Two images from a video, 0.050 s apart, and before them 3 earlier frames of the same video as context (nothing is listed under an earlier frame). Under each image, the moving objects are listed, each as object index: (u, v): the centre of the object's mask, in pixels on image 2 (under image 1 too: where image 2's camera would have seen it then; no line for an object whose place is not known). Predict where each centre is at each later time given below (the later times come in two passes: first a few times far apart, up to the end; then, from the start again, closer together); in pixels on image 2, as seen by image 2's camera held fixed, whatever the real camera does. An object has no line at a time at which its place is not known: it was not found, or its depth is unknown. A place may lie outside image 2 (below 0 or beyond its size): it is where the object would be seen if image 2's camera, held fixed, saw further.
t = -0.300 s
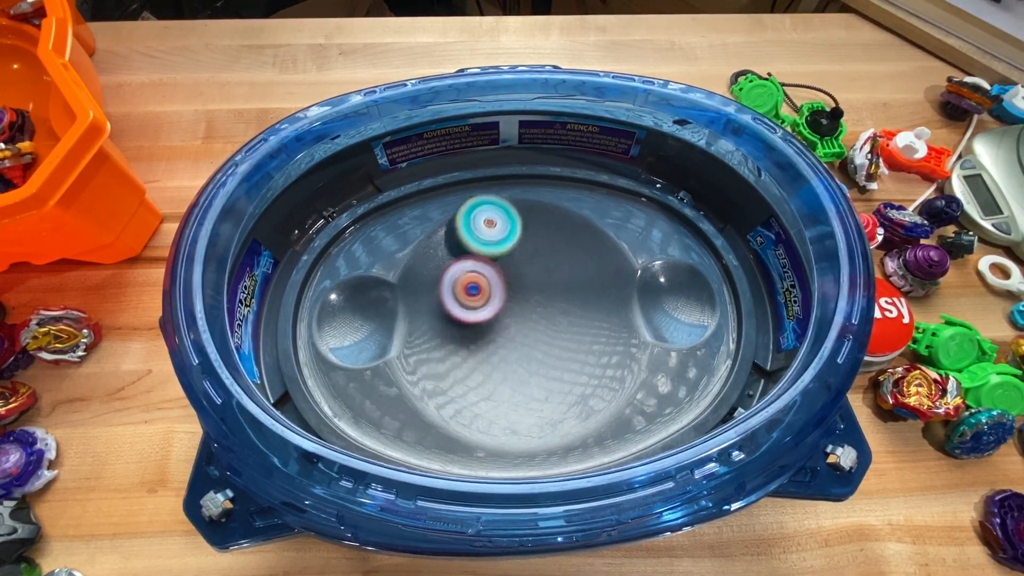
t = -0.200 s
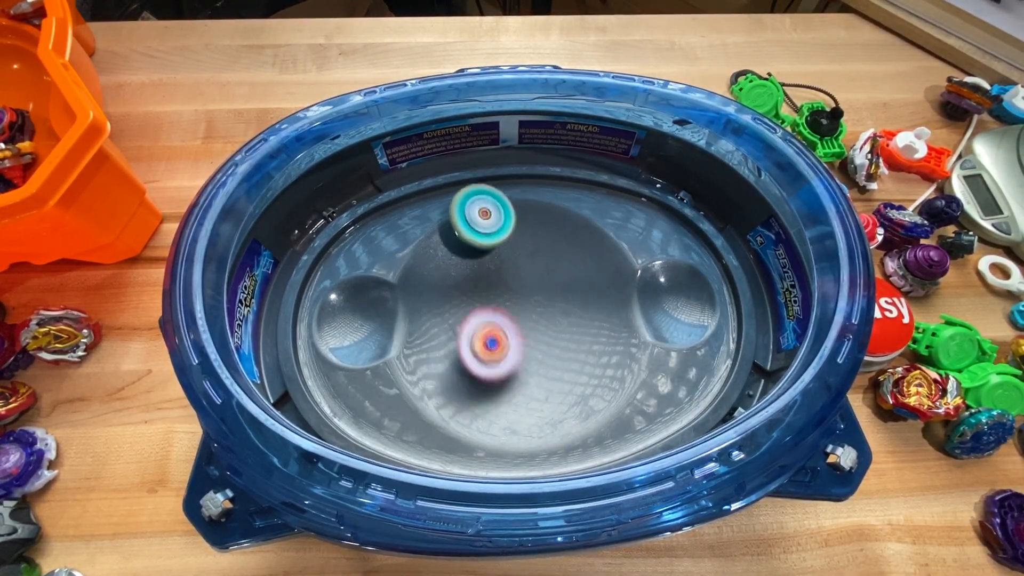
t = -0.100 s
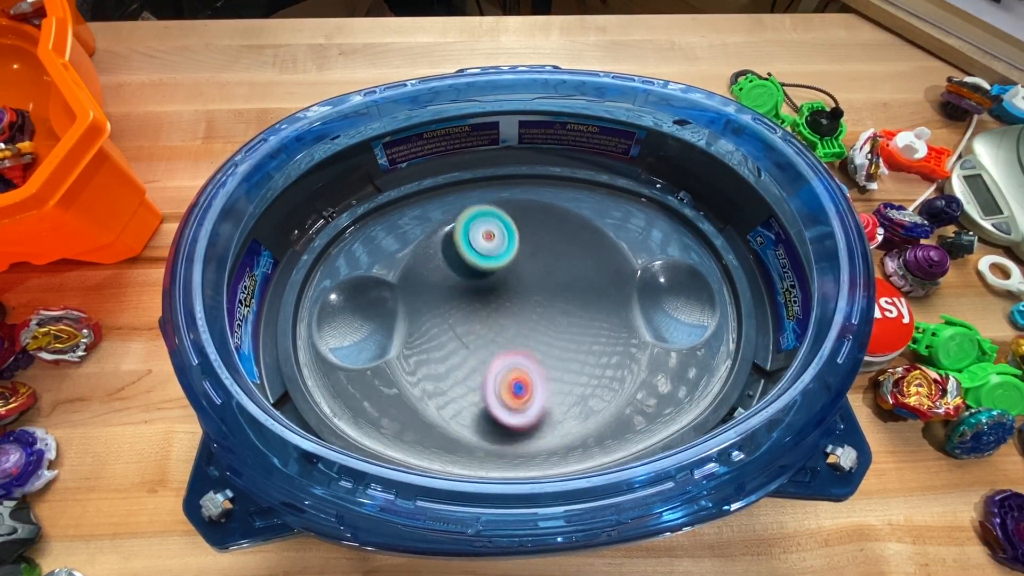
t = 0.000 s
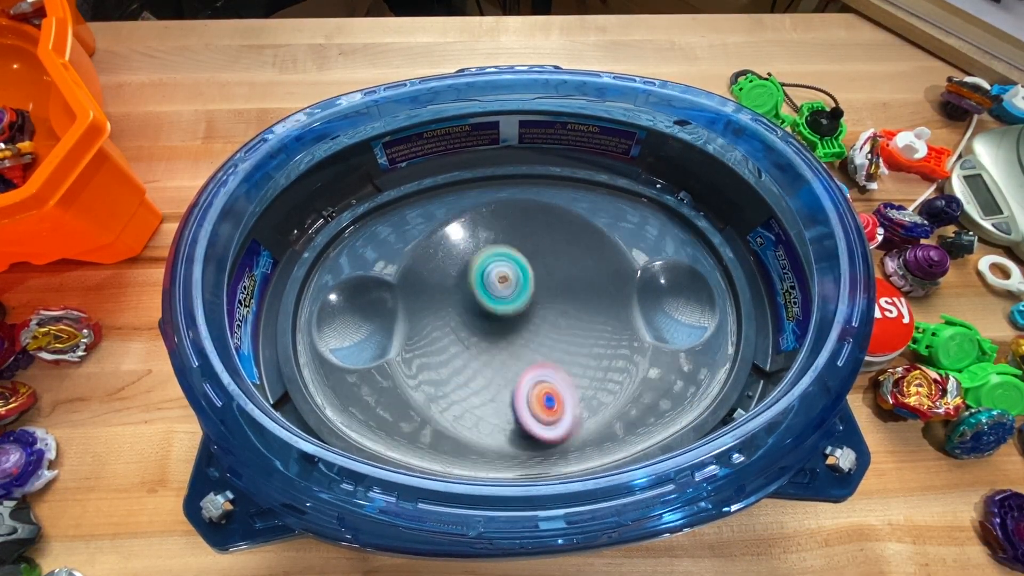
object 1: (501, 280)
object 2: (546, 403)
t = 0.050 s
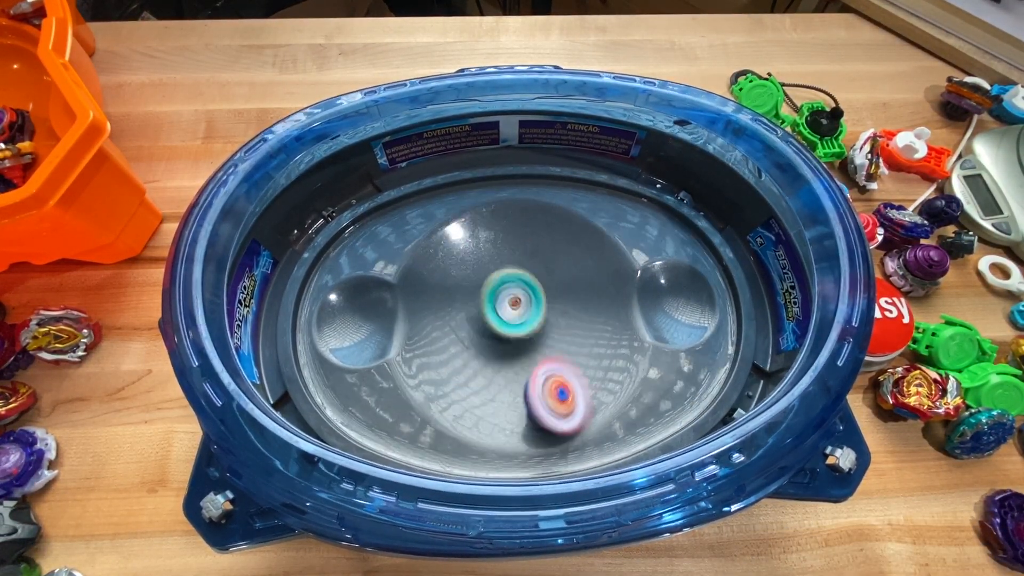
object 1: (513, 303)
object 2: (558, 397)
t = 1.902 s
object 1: (491, 347)
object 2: (577, 312)
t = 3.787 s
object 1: (459, 329)
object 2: (512, 277)
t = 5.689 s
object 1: (546, 256)
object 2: (536, 341)
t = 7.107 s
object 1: (528, 286)
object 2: (518, 333)
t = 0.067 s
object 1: (517, 310)
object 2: (562, 393)
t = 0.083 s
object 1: (522, 318)
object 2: (565, 387)
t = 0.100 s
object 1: (526, 323)
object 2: (567, 382)
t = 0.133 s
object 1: (528, 328)
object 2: (578, 375)
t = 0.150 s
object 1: (528, 328)
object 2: (583, 372)
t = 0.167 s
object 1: (528, 328)
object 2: (589, 370)
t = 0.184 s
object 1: (528, 328)
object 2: (594, 367)
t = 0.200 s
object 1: (528, 327)
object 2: (597, 362)
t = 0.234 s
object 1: (528, 324)
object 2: (600, 352)
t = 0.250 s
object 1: (529, 322)
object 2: (600, 347)
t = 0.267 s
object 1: (529, 320)
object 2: (600, 341)
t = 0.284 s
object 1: (530, 318)
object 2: (598, 336)
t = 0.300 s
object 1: (528, 315)
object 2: (597, 330)
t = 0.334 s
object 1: (520, 310)
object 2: (598, 319)
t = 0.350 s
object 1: (517, 306)
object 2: (597, 314)
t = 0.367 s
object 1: (514, 304)
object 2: (595, 309)
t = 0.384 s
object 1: (512, 301)
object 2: (593, 304)
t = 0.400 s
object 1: (509, 298)
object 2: (589, 300)
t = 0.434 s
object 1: (507, 294)
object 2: (580, 292)
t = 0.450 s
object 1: (507, 292)
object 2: (576, 288)
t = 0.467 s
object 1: (503, 291)
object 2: (574, 285)
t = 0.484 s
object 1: (489, 291)
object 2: (579, 280)
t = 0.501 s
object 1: (478, 291)
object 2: (584, 277)
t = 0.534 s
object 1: (456, 292)
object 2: (592, 272)
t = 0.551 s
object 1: (447, 294)
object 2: (595, 270)
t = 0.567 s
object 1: (440, 295)
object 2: (597, 270)
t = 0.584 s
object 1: (433, 297)
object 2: (598, 270)
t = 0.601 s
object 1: (428, 299)
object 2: (599, 272)
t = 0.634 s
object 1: (421, 304)
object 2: (596, 276)
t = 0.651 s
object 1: (419, 308)
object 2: (594, 280)
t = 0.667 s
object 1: (419, 312)
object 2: (590, 284)
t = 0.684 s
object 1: (420, 316)
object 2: (586, 289)
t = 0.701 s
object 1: (423, 320)
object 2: (583, 293)
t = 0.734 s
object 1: (430, 328)
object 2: (573, 303)
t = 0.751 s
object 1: (435, 332)
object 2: (567, 309)
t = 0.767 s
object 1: (442, 336)
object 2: (562, 315)
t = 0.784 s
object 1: (450, 340)
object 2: (556, 320)
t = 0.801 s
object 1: (458, 344)
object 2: (550, 326)
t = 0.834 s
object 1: (475, 351)
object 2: (541, 335)
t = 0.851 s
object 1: (473, 356)
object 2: (543, 335)
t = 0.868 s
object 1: (469, 360)
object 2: (548, 337)
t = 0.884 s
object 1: (467, 364)
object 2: (554, 337)
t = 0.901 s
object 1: (465, 367)
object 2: (558, 339)
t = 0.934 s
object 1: (466, 374)
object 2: (568, 338)
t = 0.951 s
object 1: (467, 375)
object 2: (572, 338)
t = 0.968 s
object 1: (470, 376)
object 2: (576, 336)
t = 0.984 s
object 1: (472, 377)
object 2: (579, 334)
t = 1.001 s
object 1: (476, 377)
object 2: (582, 332)
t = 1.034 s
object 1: (486, 374)
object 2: (586, 328)
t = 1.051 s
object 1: (491, 371)
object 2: (588, 326)
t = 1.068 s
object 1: (496, 368)
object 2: (587, 323)
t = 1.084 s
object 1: (500, 365)
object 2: (588, 320)
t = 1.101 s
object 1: (505, 361)
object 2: (587, 317)
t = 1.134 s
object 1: (513, 351)
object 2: (584, 311)
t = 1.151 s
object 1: (517, 346)
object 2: (582, 307)
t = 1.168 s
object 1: (521, 340)
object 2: (578, 304)
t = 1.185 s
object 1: (523, 335)
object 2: (577, 300)
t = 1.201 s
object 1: (523, 331)
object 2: (576, 294)
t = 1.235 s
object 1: (522, 324)
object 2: (574, 282)
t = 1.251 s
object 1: (522, 320)
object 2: (573, 276)
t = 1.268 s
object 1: (522, 316)
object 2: (570, 271)
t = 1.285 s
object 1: (521, 312)
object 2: (569, 265)
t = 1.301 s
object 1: (520, 309)
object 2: (565, 262)
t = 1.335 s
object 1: (520, 301)
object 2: (559, 254)
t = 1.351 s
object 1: (519, 297)
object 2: (556, 250)
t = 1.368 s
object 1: (517, 295)
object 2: (554, 247)
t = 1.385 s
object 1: (513, 297)
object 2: (553, 241)
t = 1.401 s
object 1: (508, 299)
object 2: (553, 234)
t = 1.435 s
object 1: (498, 303)
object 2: (551, 225)
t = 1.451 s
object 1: (495, 306)
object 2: (550, 221)
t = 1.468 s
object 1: (491, 307)
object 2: (549, 220)
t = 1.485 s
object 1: (487, 308)
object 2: (548, 218)
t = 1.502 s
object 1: (483, 310)
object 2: (546, 219)
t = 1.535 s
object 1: (478, 311)
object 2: (542, 223)
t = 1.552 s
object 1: (476, 311)
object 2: (541, 226)
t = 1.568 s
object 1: (475, 311)
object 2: (539, 231)
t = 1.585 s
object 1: (475, 311)
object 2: (538, 237)
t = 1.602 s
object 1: (476, 311)
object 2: (536, 244)
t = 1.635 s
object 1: (479, 310)
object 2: (532, 261)
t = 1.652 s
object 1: (481, 309)
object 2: (530, 268)
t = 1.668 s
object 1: (480, 311)
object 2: (530, 276)
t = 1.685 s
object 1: (477, 315)
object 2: (535, 279)
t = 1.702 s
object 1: (472, 321)
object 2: (541, 282)
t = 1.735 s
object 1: (466, 329)
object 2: (551, 290)
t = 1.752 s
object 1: (465, 333)
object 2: (555, 294)
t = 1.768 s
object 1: (465, 337)
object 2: (560, 296)
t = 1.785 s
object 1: (466, 340)
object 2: (564, 300)
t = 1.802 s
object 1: (467, 343)
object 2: (567, 303)
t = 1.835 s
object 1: (473, 346)
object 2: (573, 308)
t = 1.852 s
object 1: (476, 347)
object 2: (575, 309)
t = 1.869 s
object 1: (481, 348)
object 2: (577, 310)
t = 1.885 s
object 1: (486, 347)
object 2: (578, 312)
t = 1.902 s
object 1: (491, 347)
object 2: (577, 312)
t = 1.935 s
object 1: (502, 344)
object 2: (576, 313)
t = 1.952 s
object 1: (507, 342)
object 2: (575, 315)
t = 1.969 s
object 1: (512, 340)
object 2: (573, 314)
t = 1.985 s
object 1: (517, 336)
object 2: (573, 316)
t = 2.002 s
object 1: (514, 336)
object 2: (574, 314)
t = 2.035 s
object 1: (488, 342)
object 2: (595, 299)
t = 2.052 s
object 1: (476, 344)
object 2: (602, 287)
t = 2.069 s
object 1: (465, 345)
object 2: (605, 279)
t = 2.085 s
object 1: (455, 345)
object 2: (613, 275)
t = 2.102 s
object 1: (446, 345)
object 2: (622, 270)
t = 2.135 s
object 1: (432, 344)
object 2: (629, 253)
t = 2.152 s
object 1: (428, 342)
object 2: (627, 250)
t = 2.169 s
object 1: (425, 341)
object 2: (630, 250)
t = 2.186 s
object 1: (423, 339)
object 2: (634, 246)
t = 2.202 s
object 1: (423, 336)
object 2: (637, 241)
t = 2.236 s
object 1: (426, 332)
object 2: (636, 234)
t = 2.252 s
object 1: (429, 329)
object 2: (636, 233)
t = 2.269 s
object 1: (433, 327)
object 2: (636, 231)
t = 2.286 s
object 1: (439, 324)
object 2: (636, 228)
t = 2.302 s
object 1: (444, 321)
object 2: (634, 226)
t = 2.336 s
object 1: (458, 316)
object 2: (629, 224)
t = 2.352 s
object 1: (466, 313)
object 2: (626, 226)
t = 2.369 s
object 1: (476, 310)
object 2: (622, 228)
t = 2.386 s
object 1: (483, 307)
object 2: (617, 232)
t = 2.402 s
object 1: (493, 304)
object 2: (612, 235)
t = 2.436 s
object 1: (511, 298)
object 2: (597, 245)
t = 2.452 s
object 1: (520, 295)
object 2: (589, 252)
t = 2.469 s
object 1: (527, 291)
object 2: (581, 259)
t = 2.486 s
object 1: (532, 292)
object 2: (577, 265)
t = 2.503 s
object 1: (533, 290)
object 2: (580, 269)
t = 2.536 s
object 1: (526, 280)
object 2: (583, 285)
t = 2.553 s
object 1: (524, 276)
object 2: (585, 293)
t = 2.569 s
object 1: (521, 272)
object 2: (587, 301)
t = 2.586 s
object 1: (518, 269)
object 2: (589, 307)
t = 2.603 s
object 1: (516, 265)
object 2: (588, 313)
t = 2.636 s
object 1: (513, 261)
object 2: (587, 325)
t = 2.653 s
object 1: (512, 259)
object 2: (586, 329)
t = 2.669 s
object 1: (511, 258)
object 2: (584, 333)
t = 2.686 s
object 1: (511, 258)
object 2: (582, 336)
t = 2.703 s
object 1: (511, 259)
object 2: (579, 339)
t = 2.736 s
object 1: (512, 261)
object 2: (574, 342)
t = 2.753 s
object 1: (512, 264)
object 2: (570, 343)
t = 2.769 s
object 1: (514, 267)
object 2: (566, 345)
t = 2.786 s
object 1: (515, 270)
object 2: (563, 346)
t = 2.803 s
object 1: (517, 274)
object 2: (559, 346)
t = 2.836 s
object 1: (521, 282)
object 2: (550, 345)
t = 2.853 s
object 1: (523, 285)
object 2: (545, 346)
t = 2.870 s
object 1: (525, 288)
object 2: (541, 346)
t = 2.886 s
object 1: (528, 291)
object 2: (537, 346)
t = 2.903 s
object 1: (532, 293)
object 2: (533, 345)
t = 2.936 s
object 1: (537, 299)
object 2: (528, 355)
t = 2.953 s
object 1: (540, 302)
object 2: (528, 360)
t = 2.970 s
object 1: (541, 303)
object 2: (527, 362)
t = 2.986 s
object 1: (545, 303)
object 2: (525, 362)
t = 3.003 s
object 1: (547, 305)
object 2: (523, 361)
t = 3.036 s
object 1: (551, 308)
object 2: (518, 360)
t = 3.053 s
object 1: (553, 309)
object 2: (516, 359)
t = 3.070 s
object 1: (556, 311)
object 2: (515, 358)
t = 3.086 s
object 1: (557, 312)
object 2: (513, 356)
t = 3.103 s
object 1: (559, 314)
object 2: (512, 355)
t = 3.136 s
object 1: (561, 317)
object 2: (509, 352)
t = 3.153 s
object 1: (561, 318)
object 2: (508, 350)
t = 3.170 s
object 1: (561, 320)
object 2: (507, 347)
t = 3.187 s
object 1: (561, 322)
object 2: (507, 346)
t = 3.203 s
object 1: (562, 324)
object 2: (507, 344)
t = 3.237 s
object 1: (561, 328)
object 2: (506, 338)
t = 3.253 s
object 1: (562, 331)
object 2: (504, 334)
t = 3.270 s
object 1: (564, 333)
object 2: (502, 328)
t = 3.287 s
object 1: (566, 336)
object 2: (498, 323)
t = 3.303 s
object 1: (567, 338)
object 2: (494, 320)
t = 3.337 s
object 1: (567, 343)
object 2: (489, 314)
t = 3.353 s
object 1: (566, 343)
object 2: (488, 312)
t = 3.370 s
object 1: (564, 345)
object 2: (489, 308)
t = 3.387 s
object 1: (562, 345)
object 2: (490, 304)
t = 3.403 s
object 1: (559, 346)
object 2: (490, 301)
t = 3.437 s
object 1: (552, 345)
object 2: (492, 295)
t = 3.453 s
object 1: (548, 345)
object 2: (493, 293)
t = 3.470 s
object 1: (544, 343)
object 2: (494, 290)
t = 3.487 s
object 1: (539, 342)
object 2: (493, 289)
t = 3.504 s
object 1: (534, 341)
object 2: (494, 289)
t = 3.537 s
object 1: (524, 339)
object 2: (496, 289)
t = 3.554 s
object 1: (518, 338)
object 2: (496, 289)
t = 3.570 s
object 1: (513, 338)
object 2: (496, 288)
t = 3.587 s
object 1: (507, 337)
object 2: (494, 287)
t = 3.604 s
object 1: (502, 339)
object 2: (494, 287)
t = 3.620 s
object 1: (497, 339)
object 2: (495, 288)
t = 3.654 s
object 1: (486, 340)
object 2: (497, 284)
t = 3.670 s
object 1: (481, 339)
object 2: (498, 283)
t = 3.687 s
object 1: (476, 339)
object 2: (499, 282)
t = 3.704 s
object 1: (472, 339)
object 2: (500, 281)
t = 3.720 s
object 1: (468, 337)
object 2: (502, 281)
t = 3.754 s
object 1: (462, 333)
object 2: (506, 280)
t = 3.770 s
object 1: (460, 331)
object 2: (509, 279)
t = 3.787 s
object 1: (459, 329)
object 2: (512, 277)
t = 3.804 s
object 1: (459, 325)
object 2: (513, 276)
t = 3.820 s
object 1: (458, 323)
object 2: (514, 275)
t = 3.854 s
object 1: (460, 316)
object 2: (518, 277)
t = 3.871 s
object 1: (461, 313)
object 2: (520, 277)
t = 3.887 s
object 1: (464, 308)
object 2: (522, 277)
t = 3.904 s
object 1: (465, 304)
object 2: (524, 278)
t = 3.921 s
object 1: (469, 301)
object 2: (526, 278)
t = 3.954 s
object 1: (475, 294)
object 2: (530, 281)
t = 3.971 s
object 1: (479, 289)
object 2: (532, 282)
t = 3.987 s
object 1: (483, 285)
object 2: (535, 283)
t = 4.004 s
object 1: (487, 282)
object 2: (540, 283)
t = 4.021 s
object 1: (490, 278)
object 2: (543, 282)
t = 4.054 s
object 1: (498, 268)
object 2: (552, 284)
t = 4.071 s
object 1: (502, 266)
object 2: (555, 286)
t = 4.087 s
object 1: (506, 264)
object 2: (557, 290)
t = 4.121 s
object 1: (509, 261)
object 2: (558, 293)
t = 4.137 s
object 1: (510, 259)
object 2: (560, 295)
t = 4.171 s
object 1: (514, 254)
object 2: (563, 301)
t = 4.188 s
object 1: (517, 253)
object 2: (565, 303)
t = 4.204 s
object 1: (520, 252)
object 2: (567, 305)
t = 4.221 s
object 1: (523, 251)
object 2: (568, 307)
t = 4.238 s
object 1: (527, 252)
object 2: (569, 308)
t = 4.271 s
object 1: (533, 254)
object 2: (570, 312)
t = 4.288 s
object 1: (537, 256)
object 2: (570, 314)
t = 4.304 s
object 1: (539, 259)
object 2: (570, 315)
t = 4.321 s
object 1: (542, 260)
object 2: (569, 316)
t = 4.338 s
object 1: (546, 263)
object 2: (569, 316)
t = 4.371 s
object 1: (552, 269)
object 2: (563, 319)
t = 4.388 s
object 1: (554, 270)
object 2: (559, 322)
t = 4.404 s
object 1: (559, 273)
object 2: (556, 325)
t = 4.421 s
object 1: (563, 278)
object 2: (553, 330)
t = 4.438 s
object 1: (565, 282)
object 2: (548, 335)
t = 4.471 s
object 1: (569, 289)
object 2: (539, 342)
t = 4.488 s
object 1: (572, 291)
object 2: (534, 345)
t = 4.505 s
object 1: (574, 294)
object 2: (528, 349)
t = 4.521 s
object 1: (575, 298)
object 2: (524, 351)
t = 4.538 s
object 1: (577, 302)
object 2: (518, 353)
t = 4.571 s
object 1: (577, 311)
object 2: (510, 356)
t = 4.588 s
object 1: (577, 316)
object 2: (506, 357)
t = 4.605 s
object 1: (576, 322)
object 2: (503, 359)
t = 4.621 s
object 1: (574, 328)
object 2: (500, 360)
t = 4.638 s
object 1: (572, 332)
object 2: (500, 361)
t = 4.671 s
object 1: (566, 343)
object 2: (503, 355)
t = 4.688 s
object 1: (563, 347)
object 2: (503, 352)
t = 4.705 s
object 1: (559, 350)
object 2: (503, 349)
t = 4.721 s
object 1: (555, 355)
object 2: (503, 346)
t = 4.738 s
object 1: (552, 359)
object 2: (500, 343)
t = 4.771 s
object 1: (546, 364)
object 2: (497, 340)
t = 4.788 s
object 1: (544, 366)
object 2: (496, 337)
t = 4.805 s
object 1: (543, 370)
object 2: (493, 329)
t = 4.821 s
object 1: (543, 374)
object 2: (489, 321)
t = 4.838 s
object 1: (541, 378)
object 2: (486, 312)
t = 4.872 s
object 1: (535, 383)
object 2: (478, 301)
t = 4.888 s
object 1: (532, 383)
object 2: (474, 296)
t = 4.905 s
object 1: (528, 384)
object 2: (471, 293)
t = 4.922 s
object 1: (525, 384)
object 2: (470, 288)
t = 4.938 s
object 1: (521, 383)
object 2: (470, 286)
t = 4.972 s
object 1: (511, 377)
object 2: (472, 282)
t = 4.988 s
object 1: (506, 375)
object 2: (474, 281)
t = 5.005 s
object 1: (502, 371)
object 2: (476, 283)
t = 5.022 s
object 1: (498, 365)
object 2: (480, 284)
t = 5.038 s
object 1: (495, 359)
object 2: (484, 285)
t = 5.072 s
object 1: (486, 348)
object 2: (495, 287)
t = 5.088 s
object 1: (484, 340)
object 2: (500, 285)
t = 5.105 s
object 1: (481, 333)
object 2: (503, 284)
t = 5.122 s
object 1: (477, 327)
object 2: (505, 284)
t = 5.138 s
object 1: (473, 321)
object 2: (509, 284)
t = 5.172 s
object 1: (465, 311)
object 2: (518, 283)
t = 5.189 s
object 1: (461, 306)
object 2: (522, 282)
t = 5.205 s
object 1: (458, 302)
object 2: (528, 284)
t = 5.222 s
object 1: (456, 297)
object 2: (532, 284)
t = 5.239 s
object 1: (454, 293)
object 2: (536, 286)
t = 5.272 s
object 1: (452, 285)
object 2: (544, 288)
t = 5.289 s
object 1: (452, 281)
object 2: (546, 289)
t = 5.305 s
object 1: (453, 279)
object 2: (549, 290)
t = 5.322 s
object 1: (454, 275)
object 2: (550, 291)
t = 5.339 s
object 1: (456, 274)
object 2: (551, 292)
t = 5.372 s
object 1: (463, 271)
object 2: (551, 297)
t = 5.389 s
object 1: (467, 271)
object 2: (550, 299)
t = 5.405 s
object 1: (470, 269)
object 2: (550, 302)
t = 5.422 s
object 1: (475, 270)
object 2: (550, 304)
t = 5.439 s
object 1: (480, 271)
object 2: (550, 307)
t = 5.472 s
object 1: (492, 271)
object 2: (552, 309)
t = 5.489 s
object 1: (499, 272)
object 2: (551, 310)
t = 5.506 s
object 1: (504, 275)
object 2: (550, 310)
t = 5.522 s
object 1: (510, 276)
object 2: (549, 312)
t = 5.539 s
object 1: (515, 273)
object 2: (549, 315)
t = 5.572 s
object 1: (525, 267)
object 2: (549, 324)
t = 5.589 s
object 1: (529, 264)
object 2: (548, 327)
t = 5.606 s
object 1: (533, 262)
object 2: (546, 329)
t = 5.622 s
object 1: (536, 260)
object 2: (544, 332)
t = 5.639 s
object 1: (539, 258)
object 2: (541, 335)
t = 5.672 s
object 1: (544, 256)
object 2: (537, 340)
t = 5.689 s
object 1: (546, 256)
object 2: (536, 341)
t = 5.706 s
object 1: (548, 258)
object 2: (534, 343)
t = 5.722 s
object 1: (549, 260)
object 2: (533, 344)
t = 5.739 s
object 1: (549, 263)
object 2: (532, 343)
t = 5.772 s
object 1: (549, 267)
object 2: (530, 342)
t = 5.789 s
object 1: (549, 270)
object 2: (529, 341)
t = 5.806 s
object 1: (548, 273)
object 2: (528, 340)
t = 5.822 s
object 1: (547, 275)
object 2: (528, 339)
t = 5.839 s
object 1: (546, 278)
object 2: (526, 338)
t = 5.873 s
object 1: (542, 282)
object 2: (523, 335)
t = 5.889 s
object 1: (540, 283)
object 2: (521, 334)
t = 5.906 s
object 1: (539, 285)
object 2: (520, 333)
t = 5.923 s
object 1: (537, 285)
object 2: (519, 333)
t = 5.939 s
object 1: (535, 286)
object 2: (519, 333)
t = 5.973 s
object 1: (530, 286)
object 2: (519, 333)
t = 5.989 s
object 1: (529, 285)
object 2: (519, 333)
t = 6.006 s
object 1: (528, 285)
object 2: (519, 333)
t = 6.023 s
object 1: (528, 285)
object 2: (518, 333)
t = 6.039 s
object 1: (528, 286)
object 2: (518, 333)
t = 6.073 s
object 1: (529, 286)
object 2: (518, 333)
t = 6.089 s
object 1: (529, 286)
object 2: (518, 333)
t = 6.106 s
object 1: (528, 286)
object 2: (518, 333)
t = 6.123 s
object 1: (528, 286)
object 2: (517, 333)
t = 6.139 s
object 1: (528, 286)
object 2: (517, 334)
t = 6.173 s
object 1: (528, 286)
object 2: (518, 333)
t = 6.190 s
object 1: (528, 286)
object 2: (518, 333)
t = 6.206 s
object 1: (528, 286)
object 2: (518, 333)
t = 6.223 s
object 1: (528, 286)
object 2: (518, 333)
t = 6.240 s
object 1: (528, 286)
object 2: (518, 333)
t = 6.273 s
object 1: (528, 286)
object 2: (518, 333)
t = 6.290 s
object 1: (528, 286)
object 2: (518, 333)
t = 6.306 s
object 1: (528, 286)
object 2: (518, 333)
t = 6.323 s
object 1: (528, 286)
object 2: (518, 333)
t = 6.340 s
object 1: (528, 286)
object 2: (518, 333)
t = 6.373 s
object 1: (528, 286)
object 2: (518, 333)
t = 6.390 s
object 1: (528, 286)
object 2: (518, 333)
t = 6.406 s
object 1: (528, 286)
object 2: (518, 333)
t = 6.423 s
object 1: (528, 286)
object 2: (518, 333)
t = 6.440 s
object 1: (528, 286)
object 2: (518, 333)
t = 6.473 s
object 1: (528, 286)
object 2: (517, 333)
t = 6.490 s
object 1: (528, 286)
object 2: (518, 333)
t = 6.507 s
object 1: (528, 286)
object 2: (518, 333)
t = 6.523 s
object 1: (528, 286)
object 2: (518, 333)
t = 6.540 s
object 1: (528, 286)
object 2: (518, 333)
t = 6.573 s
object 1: (528, 286)
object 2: (518, 333)
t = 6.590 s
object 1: (528, 286)
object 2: (518, 333)
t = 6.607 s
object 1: (528, 286)
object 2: (518, 333)
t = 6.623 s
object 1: (528, 287)
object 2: (518, 333)
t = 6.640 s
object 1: (528, 286)
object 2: (518, 333)
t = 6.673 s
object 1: (528, 286)
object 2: (518, 333)
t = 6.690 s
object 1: (528, 286)
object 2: (518, 333)
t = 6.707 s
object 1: (528, 286)
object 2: (518, 333)
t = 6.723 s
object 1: (528, 286)
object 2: (518, 333)
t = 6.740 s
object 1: (528, 286)
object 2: (518, 333)
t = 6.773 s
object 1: (528, 286)
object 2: (518, 333)
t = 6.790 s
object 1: (528, 286)
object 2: (518, 333)
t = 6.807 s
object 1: (528, 286)
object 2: (518, 333)
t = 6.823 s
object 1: (528, 286)
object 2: (518, 333)
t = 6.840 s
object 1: (528, 286)
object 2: (518, 333)
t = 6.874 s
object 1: (528, 286)
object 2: (518, 333)
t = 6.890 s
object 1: (528, 286)
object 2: (518, 333)
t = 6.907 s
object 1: (528, 286)
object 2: (518, 333)
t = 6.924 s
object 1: (528, 286)
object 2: (518, 333)
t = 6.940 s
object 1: (528, 286)
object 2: (518, 333)
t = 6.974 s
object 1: (528, 287)
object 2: (518, 333)
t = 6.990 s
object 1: (528, 287)
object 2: (518, 333)
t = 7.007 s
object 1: (528, 286)
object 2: (518, 333)
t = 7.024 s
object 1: (528, 286)
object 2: (518, 333)
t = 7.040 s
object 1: (528, 287)
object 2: (518, 333)
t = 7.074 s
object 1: (528, 286)
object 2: (518, 333)
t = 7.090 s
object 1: (528, 286)
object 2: (518, 333)
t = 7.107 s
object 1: (528, 286)
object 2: (518, 333)
